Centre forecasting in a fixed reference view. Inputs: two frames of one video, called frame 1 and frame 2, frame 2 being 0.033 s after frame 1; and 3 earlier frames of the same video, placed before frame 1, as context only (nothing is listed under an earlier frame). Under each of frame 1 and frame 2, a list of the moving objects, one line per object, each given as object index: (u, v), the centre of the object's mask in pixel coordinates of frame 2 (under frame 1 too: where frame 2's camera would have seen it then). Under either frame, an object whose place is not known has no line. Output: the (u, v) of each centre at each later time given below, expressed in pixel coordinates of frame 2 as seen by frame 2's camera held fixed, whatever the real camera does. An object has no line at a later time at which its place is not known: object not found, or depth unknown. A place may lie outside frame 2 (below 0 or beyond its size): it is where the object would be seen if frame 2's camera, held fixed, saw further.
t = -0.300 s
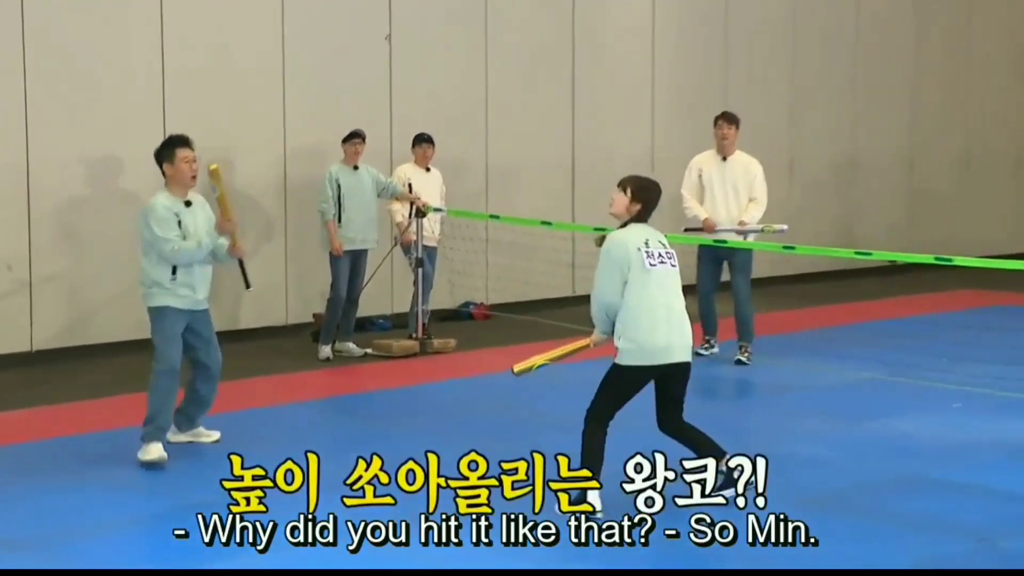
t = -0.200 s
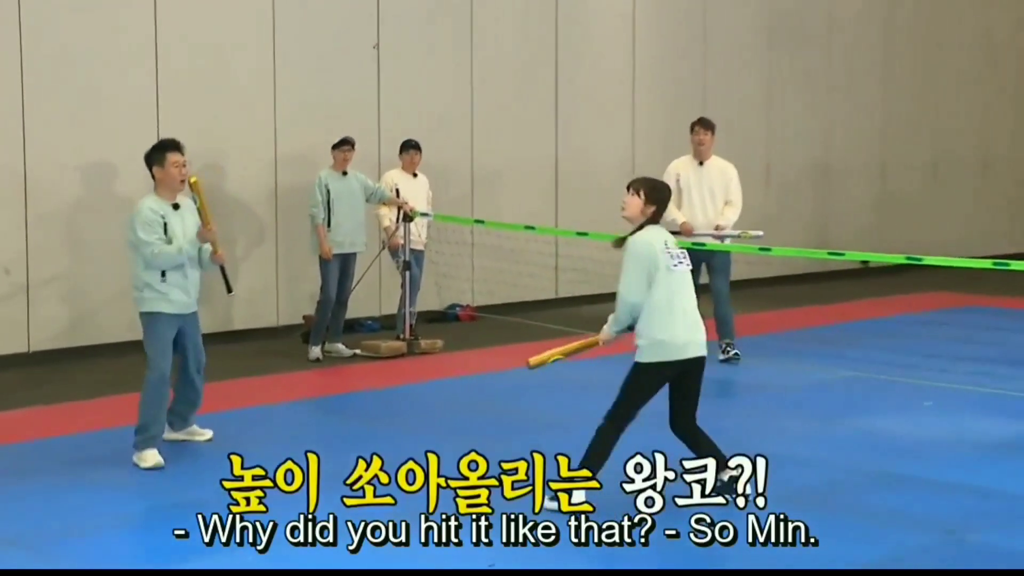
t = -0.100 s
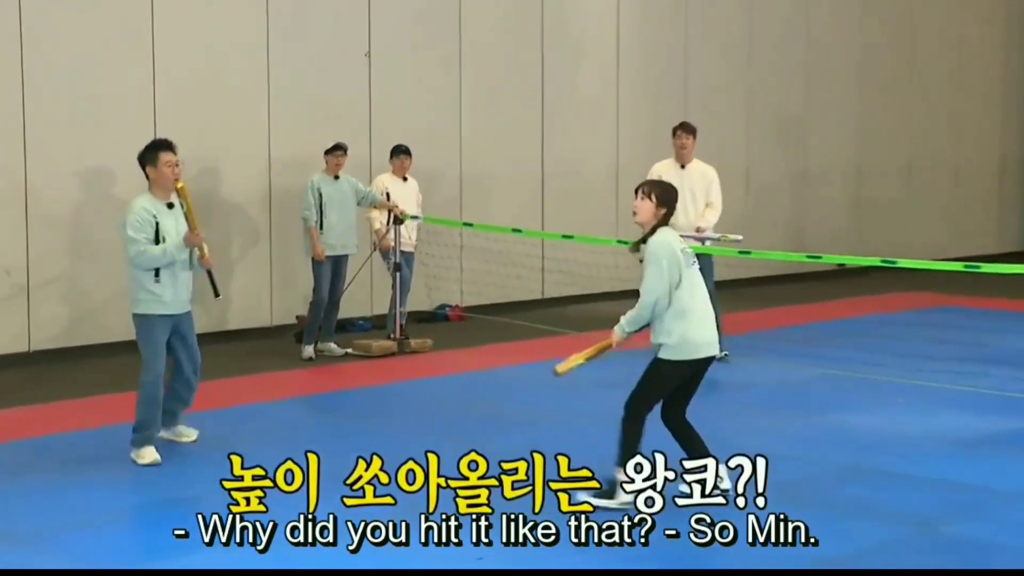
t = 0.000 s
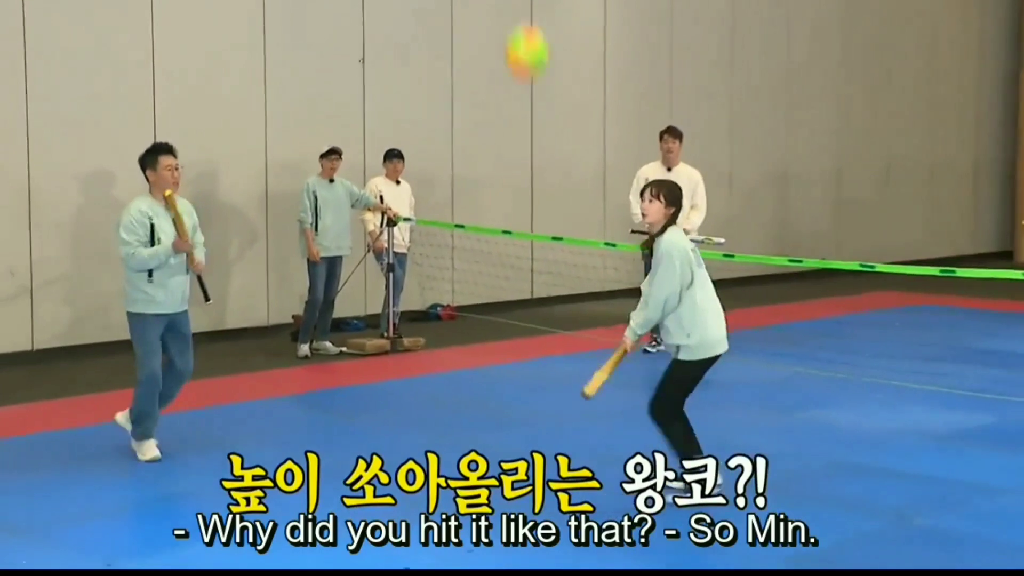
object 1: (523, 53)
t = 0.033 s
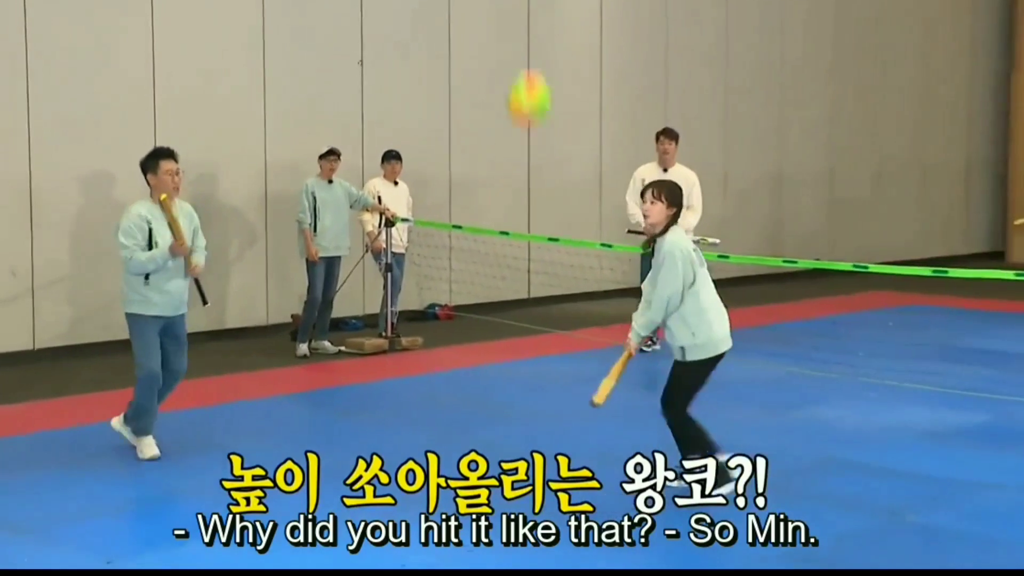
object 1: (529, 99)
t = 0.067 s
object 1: (536, 145)
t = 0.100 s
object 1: (542, 192)
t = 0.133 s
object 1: (548, 245)
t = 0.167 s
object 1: (553, 302)
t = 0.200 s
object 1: (558, 356)
